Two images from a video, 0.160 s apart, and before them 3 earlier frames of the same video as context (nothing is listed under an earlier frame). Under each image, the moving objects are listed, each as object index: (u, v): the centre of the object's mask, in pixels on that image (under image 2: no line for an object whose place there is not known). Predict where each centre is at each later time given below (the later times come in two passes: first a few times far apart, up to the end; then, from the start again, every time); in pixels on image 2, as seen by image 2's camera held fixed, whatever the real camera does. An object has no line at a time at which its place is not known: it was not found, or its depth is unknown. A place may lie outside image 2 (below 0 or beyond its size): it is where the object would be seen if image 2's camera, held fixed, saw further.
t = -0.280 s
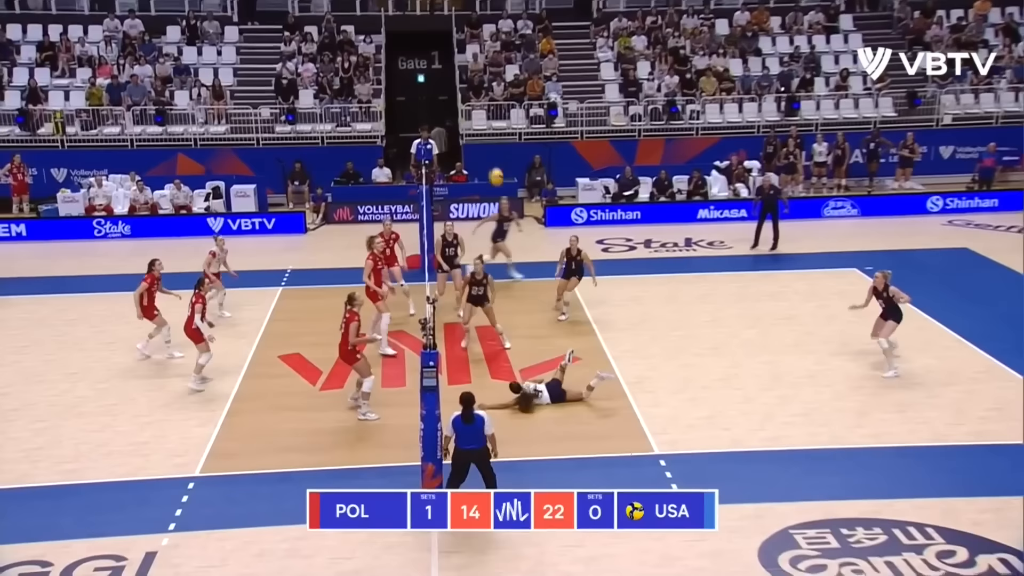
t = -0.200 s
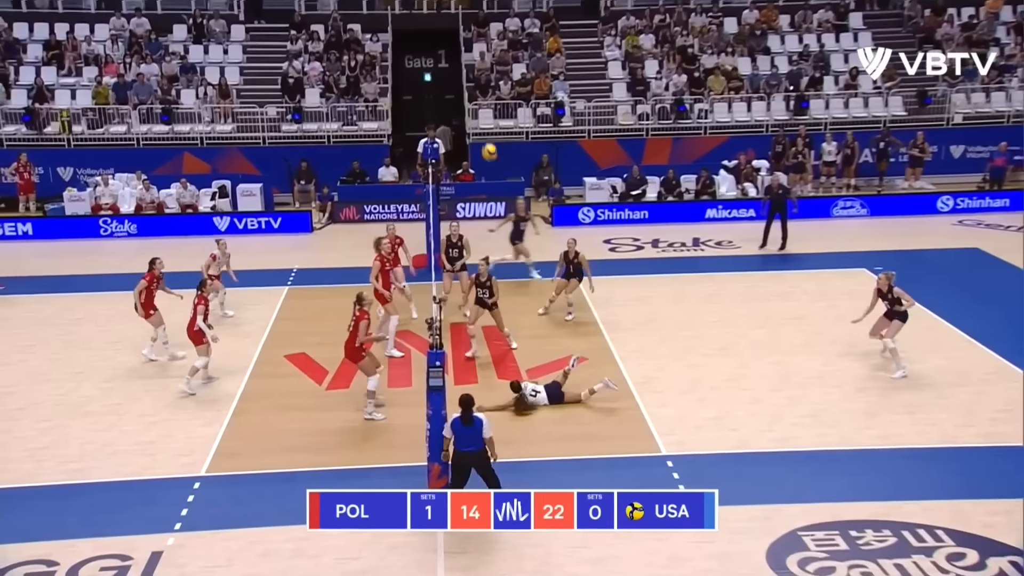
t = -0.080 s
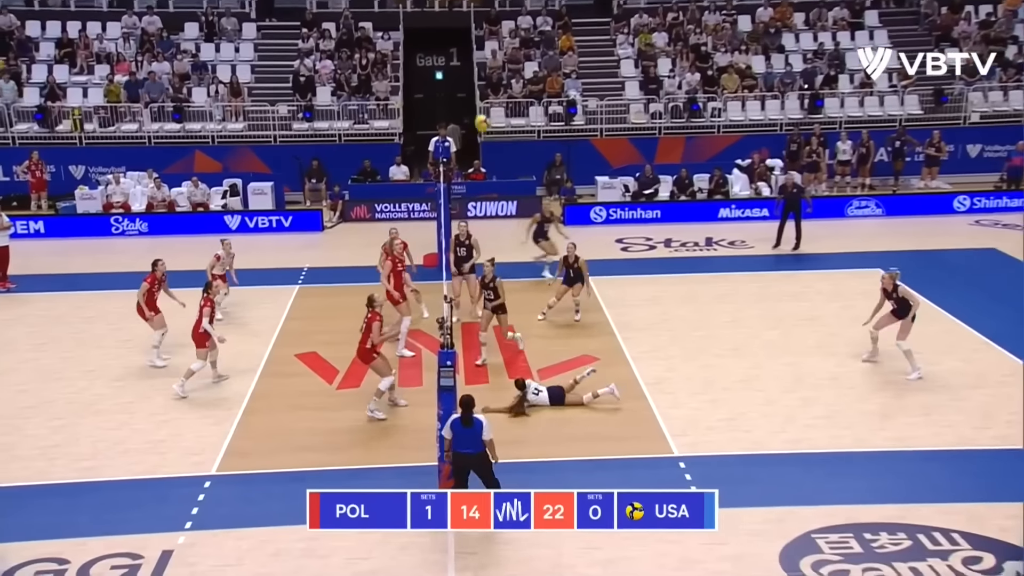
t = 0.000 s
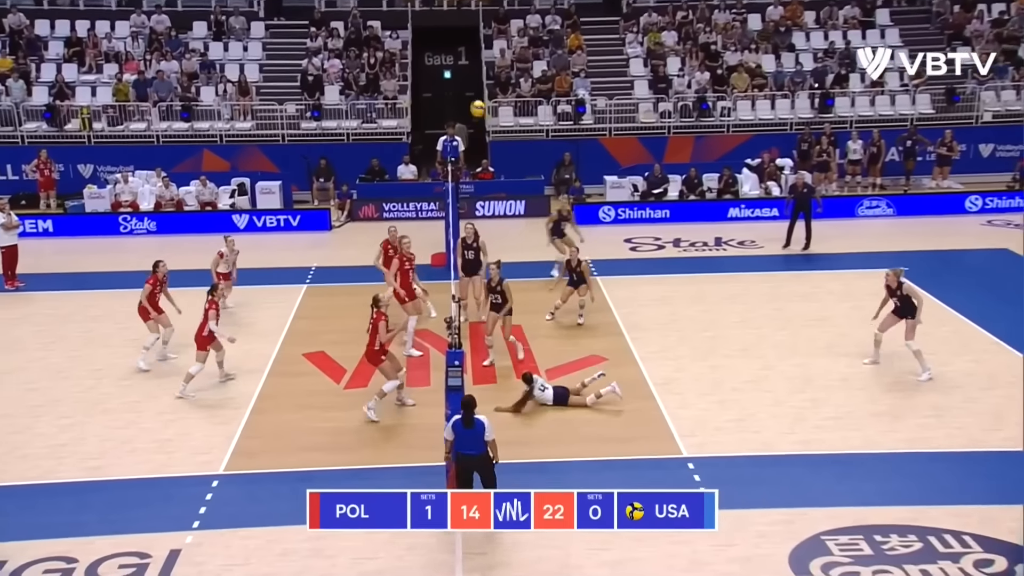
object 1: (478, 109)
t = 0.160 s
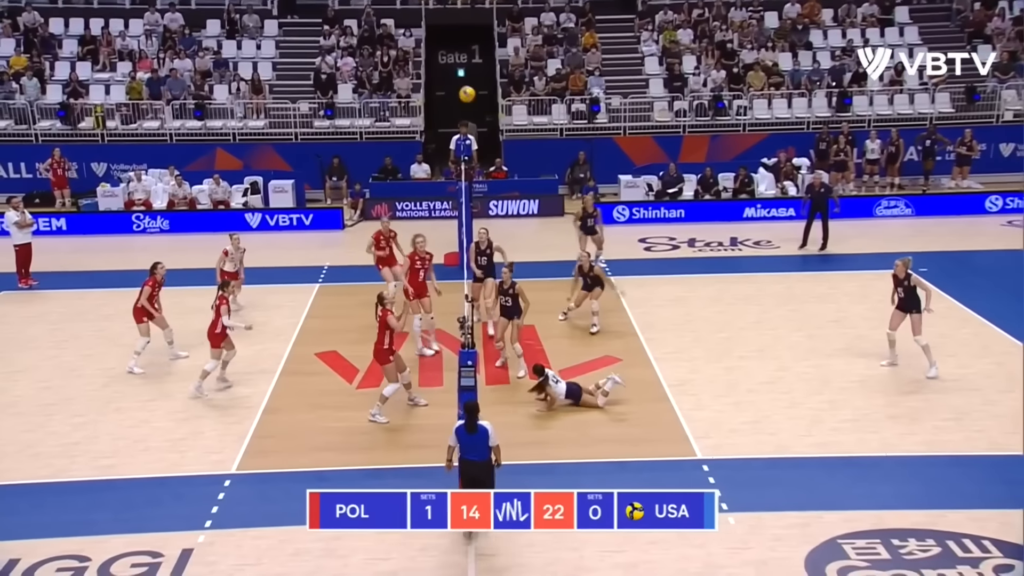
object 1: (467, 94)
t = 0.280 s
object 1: (449, 96)
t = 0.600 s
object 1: (404, 151)
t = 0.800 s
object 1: (377, 218)
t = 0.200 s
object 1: (461, 94)
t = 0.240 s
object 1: (455, 94)
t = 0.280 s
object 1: (449, 96)
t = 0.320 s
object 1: (443, 99)
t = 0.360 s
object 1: (437, 104)
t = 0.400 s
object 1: (432, 109)
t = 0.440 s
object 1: (427, 114)
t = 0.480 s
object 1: (421, 122)
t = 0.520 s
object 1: (415, 130)
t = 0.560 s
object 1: (409, 141)
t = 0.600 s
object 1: (404, 151)
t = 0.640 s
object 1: (399, 163)
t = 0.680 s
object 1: (393, 175)
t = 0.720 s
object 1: (388, 189)
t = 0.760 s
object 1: (383, 203)
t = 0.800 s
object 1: (377, 218)
